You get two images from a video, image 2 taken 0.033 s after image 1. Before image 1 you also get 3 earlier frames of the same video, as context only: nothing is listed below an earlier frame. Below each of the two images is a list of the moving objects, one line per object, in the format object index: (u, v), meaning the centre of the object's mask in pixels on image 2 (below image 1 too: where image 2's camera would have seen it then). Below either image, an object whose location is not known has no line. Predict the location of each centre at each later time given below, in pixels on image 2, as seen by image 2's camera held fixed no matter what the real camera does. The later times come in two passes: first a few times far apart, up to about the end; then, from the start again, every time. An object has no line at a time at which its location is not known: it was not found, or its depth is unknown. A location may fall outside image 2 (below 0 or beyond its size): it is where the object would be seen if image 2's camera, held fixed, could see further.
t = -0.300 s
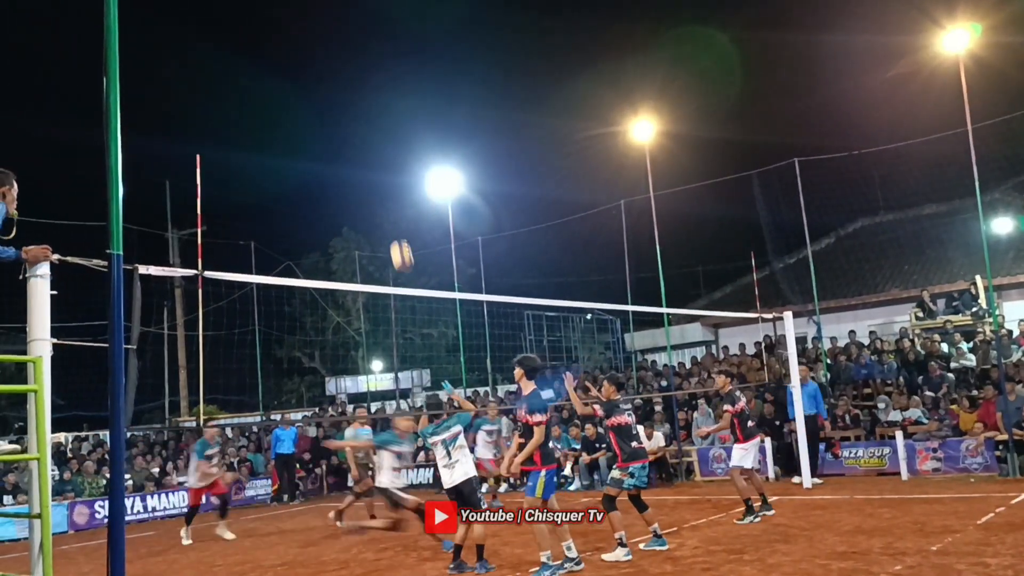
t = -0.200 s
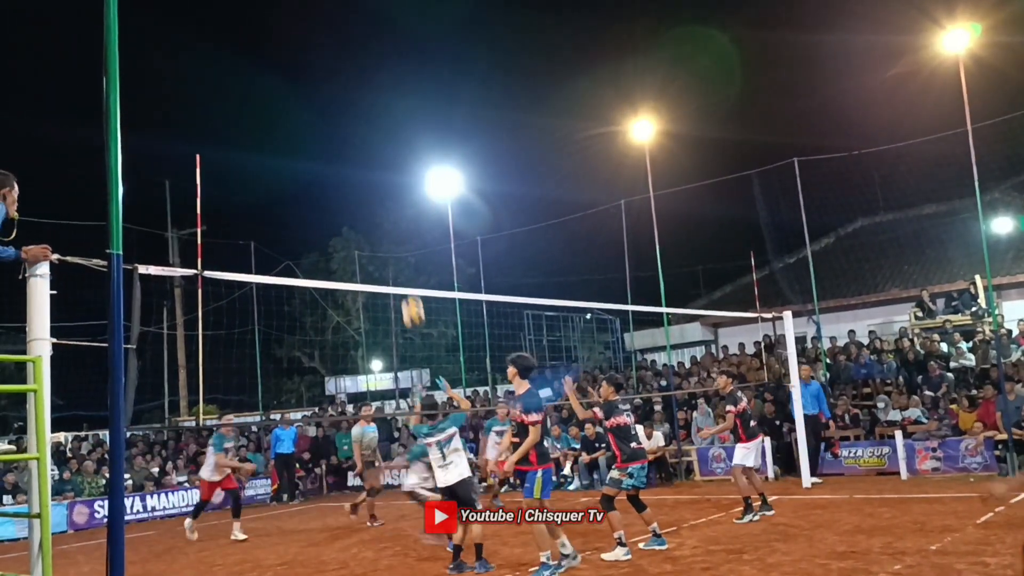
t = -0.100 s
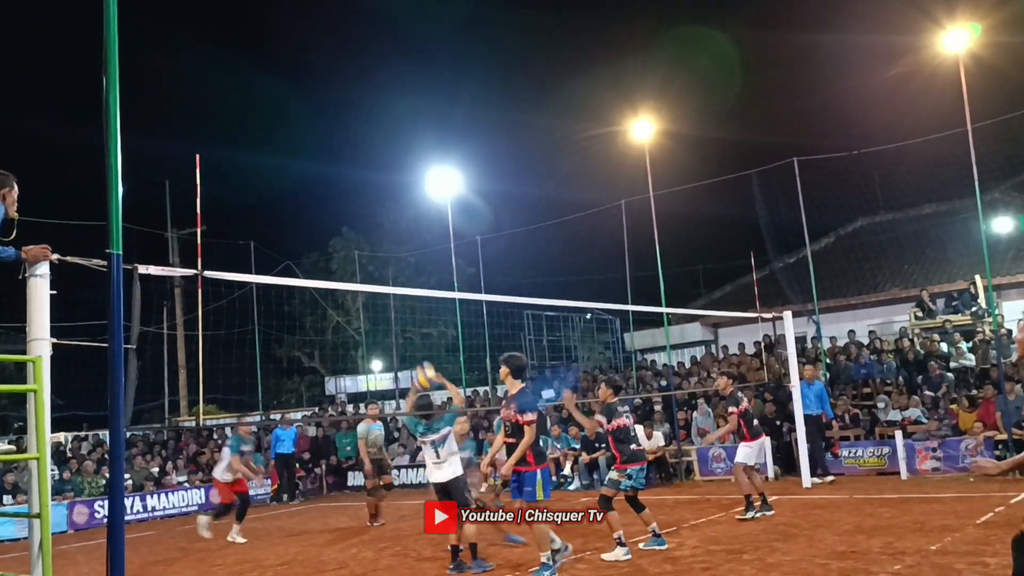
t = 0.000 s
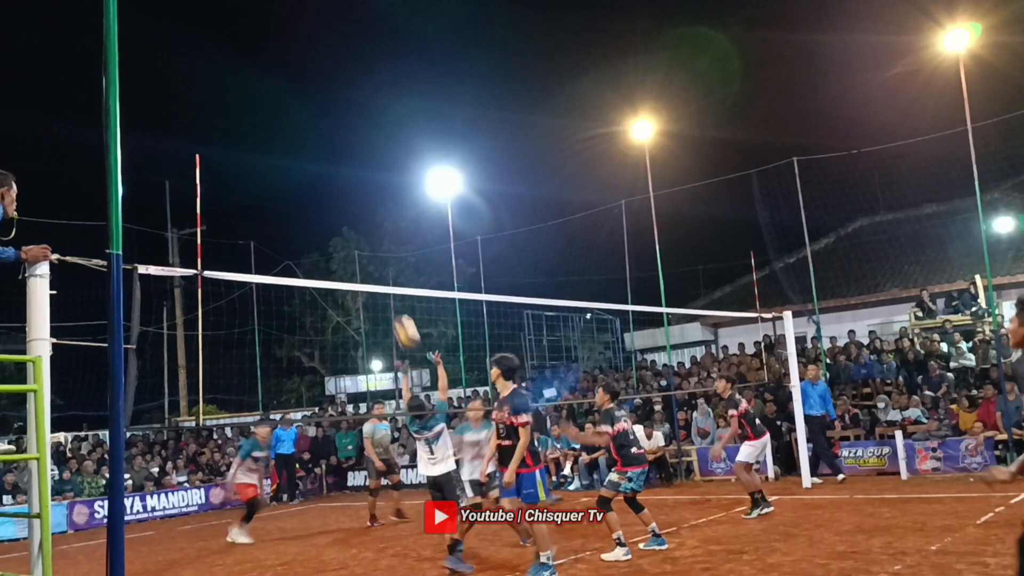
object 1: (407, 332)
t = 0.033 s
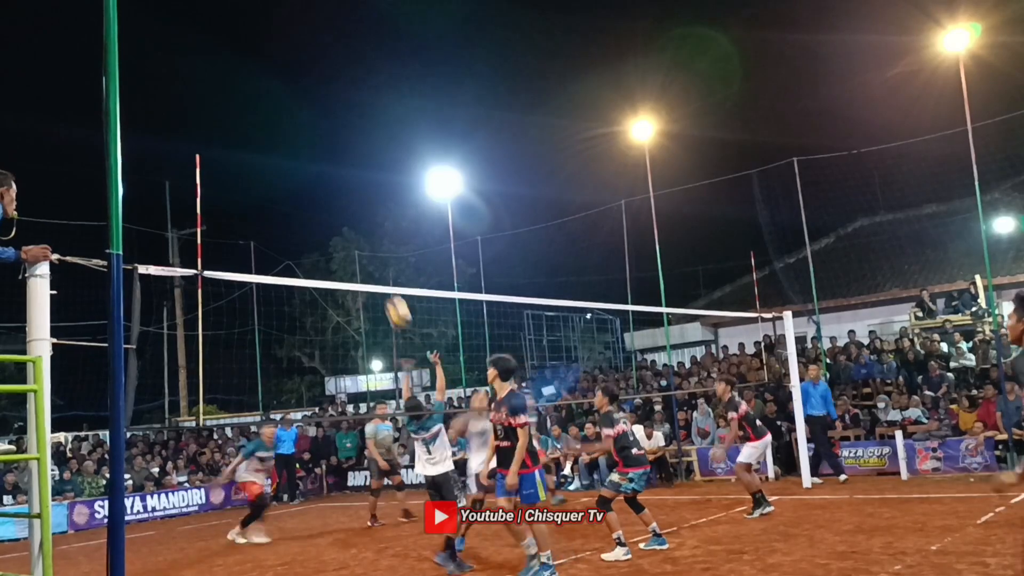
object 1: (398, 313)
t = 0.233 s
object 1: (346, 212)
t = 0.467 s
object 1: (286, 143)
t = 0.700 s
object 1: (225, 129)
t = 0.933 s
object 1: (161, 178)
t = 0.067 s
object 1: (390, 295)
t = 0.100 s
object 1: (380, 273)
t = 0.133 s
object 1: (373, 258)
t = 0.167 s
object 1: (364, 242)
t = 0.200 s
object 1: (355, 226)
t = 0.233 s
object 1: (346, 212)
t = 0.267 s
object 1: (339, 200)
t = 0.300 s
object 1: (330, 188)
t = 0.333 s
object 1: (321, 177)
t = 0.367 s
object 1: (312, 167)
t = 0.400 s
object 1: (304, 158)
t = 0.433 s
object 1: (295, 150)
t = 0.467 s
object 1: (286, 143)
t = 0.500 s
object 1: (278, 138)
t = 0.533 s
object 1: (269, 133)
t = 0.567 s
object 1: (260, 130)
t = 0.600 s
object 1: (251, 128)
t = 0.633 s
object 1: (242, 127)
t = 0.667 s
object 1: (233, 127)
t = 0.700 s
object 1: (225, 129)
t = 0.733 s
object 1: (216, 132)
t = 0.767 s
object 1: (206, 136)
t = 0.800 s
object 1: (197, 141)
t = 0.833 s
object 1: (187, 147)
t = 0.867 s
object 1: (180, 157)
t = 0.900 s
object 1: (170, 167)
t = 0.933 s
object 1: (161, 178)
